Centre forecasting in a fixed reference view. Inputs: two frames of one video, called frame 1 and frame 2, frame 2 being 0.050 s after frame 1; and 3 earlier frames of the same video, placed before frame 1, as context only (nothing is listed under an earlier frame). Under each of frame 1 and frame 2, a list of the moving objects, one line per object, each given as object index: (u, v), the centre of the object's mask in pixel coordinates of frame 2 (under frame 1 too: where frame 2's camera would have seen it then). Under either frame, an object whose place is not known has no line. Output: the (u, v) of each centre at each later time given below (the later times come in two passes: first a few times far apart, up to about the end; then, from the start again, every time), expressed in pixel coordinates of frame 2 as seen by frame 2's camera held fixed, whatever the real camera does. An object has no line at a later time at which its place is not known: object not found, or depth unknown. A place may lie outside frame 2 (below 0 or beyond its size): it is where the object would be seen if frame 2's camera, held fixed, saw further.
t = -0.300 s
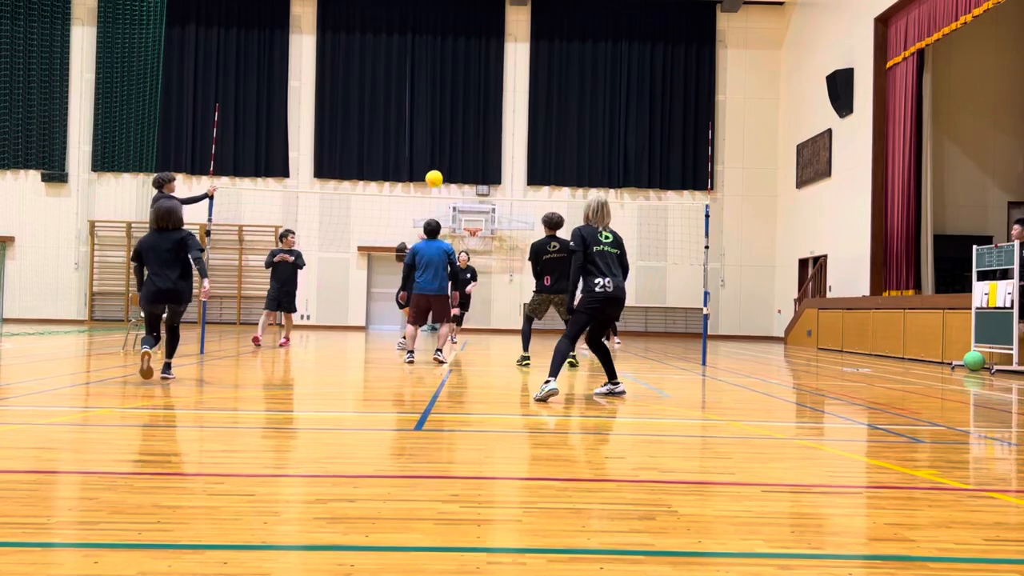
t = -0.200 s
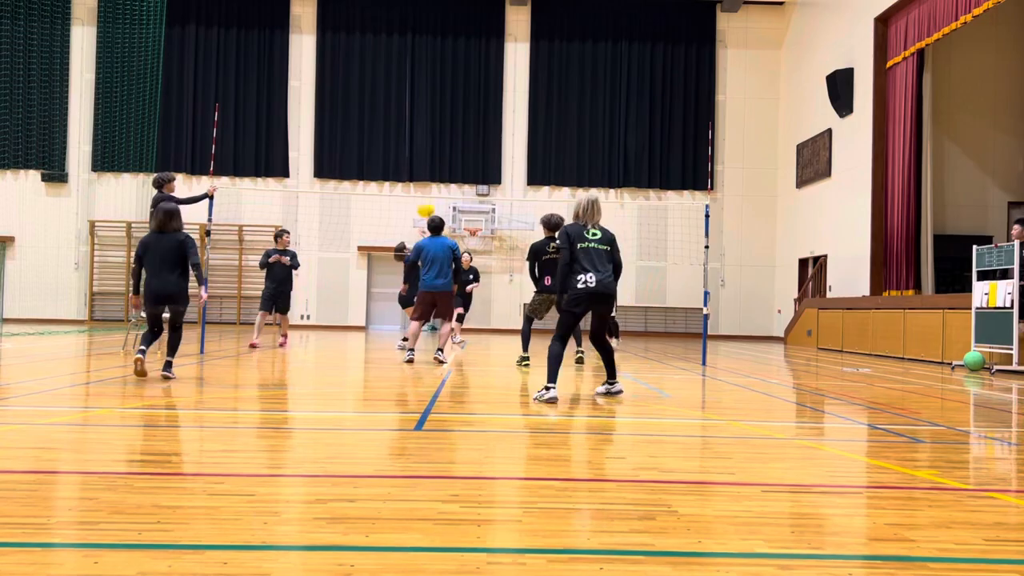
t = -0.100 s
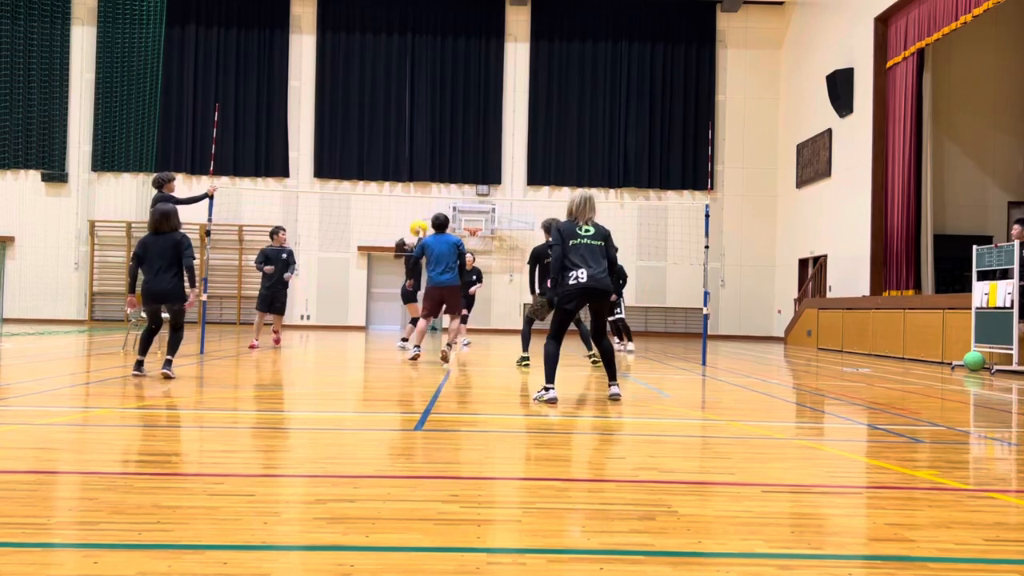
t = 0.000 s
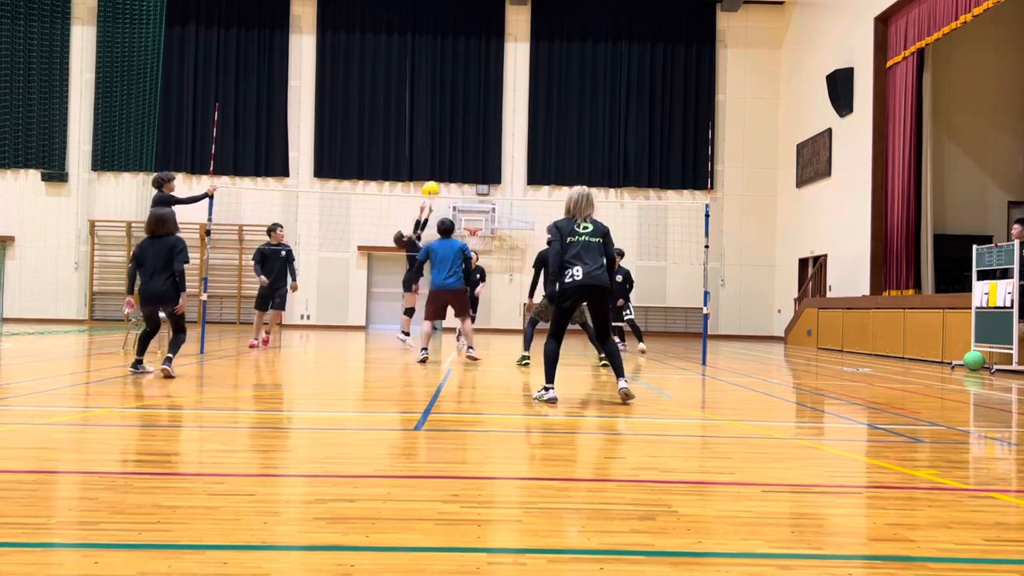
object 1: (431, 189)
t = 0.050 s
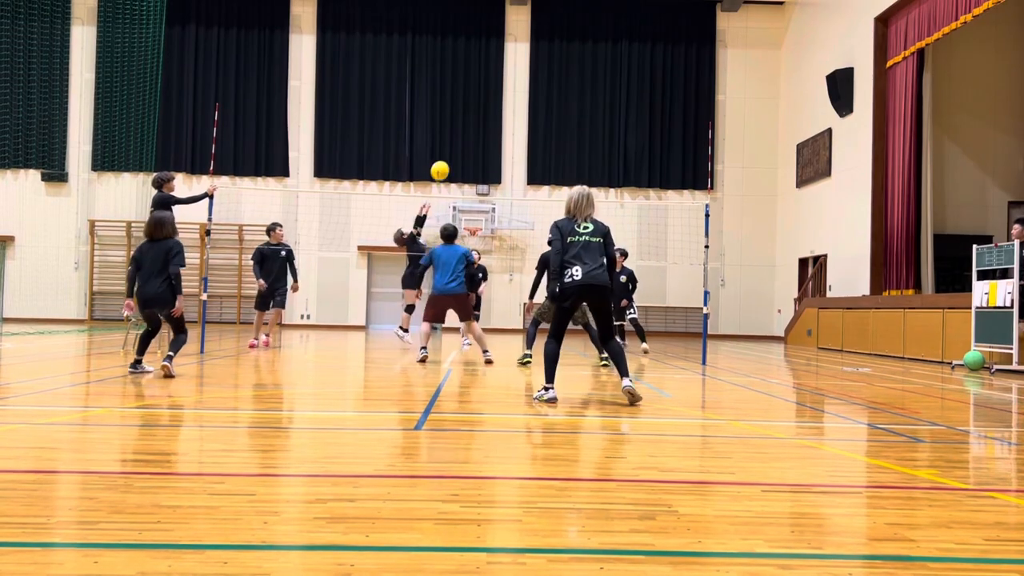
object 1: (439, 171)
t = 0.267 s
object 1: (479, 104)
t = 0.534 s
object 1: (526, 66)
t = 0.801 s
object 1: (568, 78)
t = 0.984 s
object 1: (596, 114)
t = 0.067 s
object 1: (442, 165)
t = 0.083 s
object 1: (446, 158)
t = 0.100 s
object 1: (449, 152)
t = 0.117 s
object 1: (452, 146)
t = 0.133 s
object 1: (455, 141)
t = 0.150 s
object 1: (458, 135)
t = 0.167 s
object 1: (461, 130)
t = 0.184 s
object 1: (464, 125)
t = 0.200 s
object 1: (467, 121)
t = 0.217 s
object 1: (470, 116)
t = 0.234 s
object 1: (473, 111)
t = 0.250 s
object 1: (476, 108)
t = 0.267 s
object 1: (479, 104)
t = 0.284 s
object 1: (482, 100)
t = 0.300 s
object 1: (485, 97)
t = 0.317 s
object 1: (488, 93)
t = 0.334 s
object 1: (491, 90)
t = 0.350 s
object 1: (494, 87)
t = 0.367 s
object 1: (497, 84)
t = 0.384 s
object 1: (499, 82)
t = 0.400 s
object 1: (502, 79)
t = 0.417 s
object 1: (505, 77)
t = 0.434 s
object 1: (508, 75)
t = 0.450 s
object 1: (511, 72)
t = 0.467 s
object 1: (514, 71)
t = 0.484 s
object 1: (517, 70)
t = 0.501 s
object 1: (519, 69)
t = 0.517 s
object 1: (523, 67)
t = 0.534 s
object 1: (526, 66)
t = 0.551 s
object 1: (529, 66)
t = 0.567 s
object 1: (531, 65)
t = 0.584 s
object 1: (534, 65)
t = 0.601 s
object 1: (536, 65)
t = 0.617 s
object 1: (539, 65)
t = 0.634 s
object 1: (542, 65)
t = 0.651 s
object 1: (545, 65)
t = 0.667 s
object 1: (547, 66)
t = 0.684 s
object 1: (550, 67)
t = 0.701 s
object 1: (553, 68)
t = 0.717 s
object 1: (555, 69)
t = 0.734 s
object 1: (558, 70)
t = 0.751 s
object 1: (560, 72)
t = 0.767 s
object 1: (563, 74)
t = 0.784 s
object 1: (566, 76)
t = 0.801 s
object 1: (568, 78)
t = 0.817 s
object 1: (571, 80)
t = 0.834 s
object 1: (574, 83)
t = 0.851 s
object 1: (576, 85)
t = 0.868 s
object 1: (578, 88)
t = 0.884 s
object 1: (581, 91)
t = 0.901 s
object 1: (584, 95)
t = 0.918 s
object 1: (586, 98)
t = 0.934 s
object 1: (589, 102)
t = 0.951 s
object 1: (591, 106)
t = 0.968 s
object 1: (594, 110)
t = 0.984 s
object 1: (596, 114)
